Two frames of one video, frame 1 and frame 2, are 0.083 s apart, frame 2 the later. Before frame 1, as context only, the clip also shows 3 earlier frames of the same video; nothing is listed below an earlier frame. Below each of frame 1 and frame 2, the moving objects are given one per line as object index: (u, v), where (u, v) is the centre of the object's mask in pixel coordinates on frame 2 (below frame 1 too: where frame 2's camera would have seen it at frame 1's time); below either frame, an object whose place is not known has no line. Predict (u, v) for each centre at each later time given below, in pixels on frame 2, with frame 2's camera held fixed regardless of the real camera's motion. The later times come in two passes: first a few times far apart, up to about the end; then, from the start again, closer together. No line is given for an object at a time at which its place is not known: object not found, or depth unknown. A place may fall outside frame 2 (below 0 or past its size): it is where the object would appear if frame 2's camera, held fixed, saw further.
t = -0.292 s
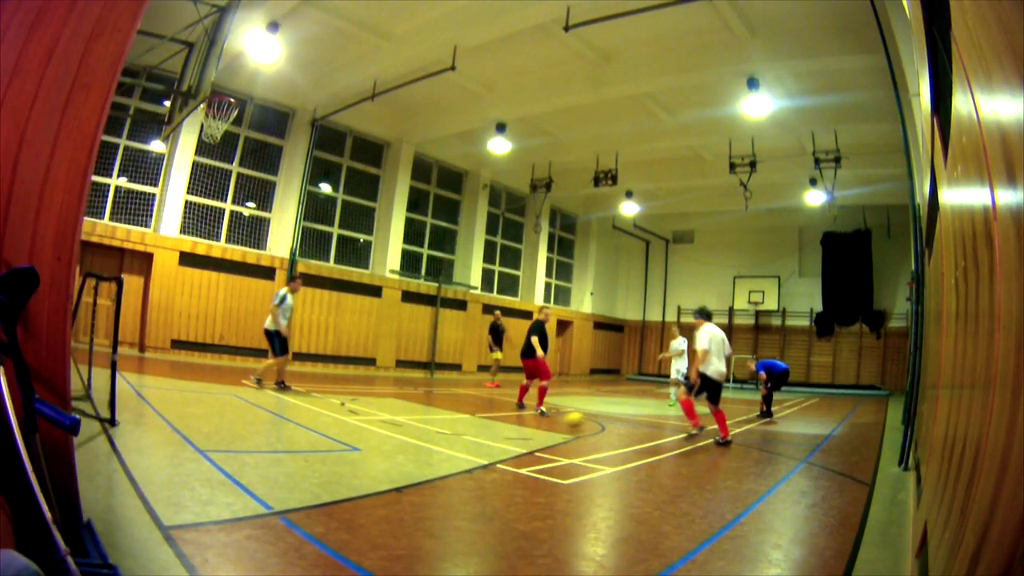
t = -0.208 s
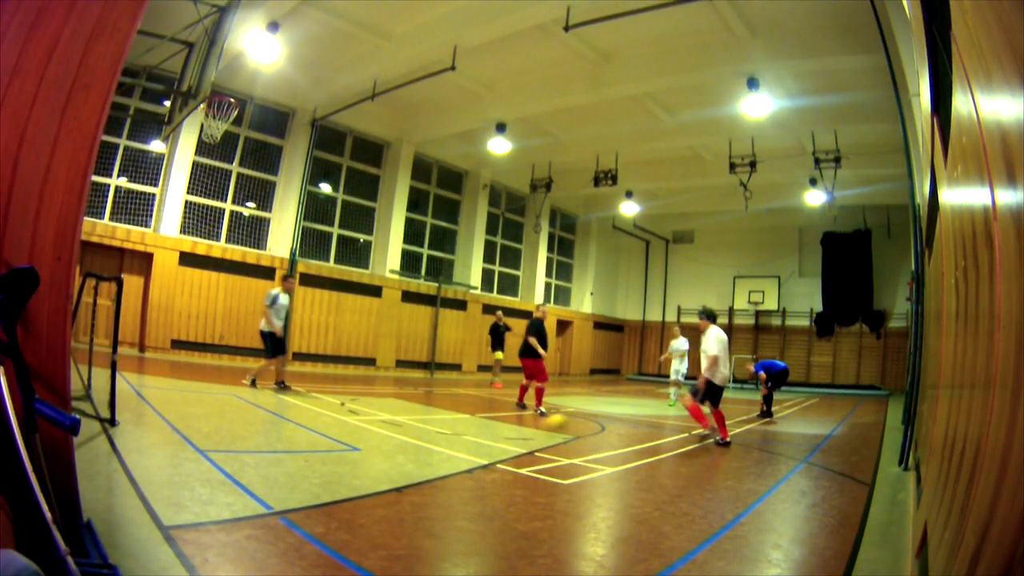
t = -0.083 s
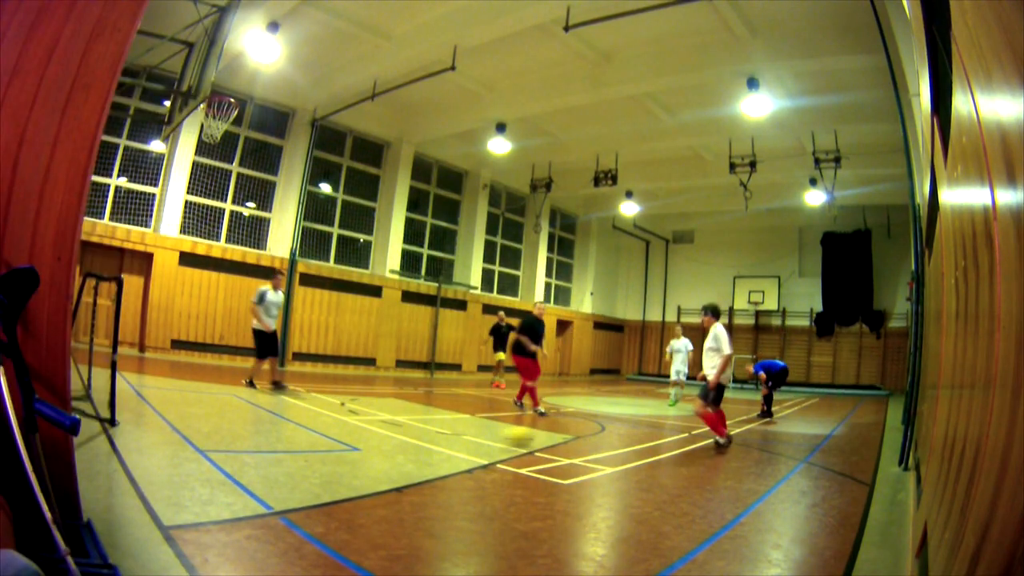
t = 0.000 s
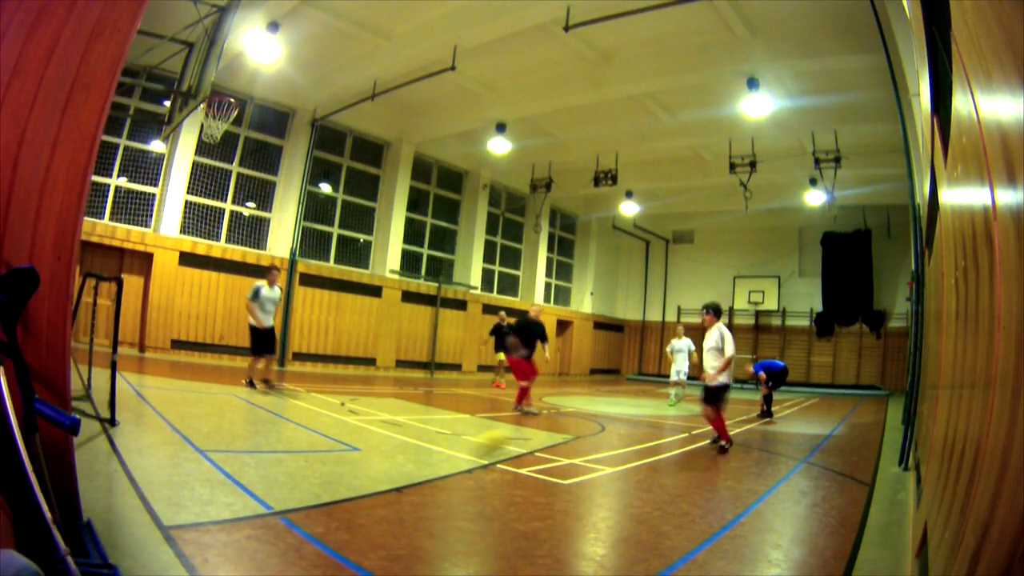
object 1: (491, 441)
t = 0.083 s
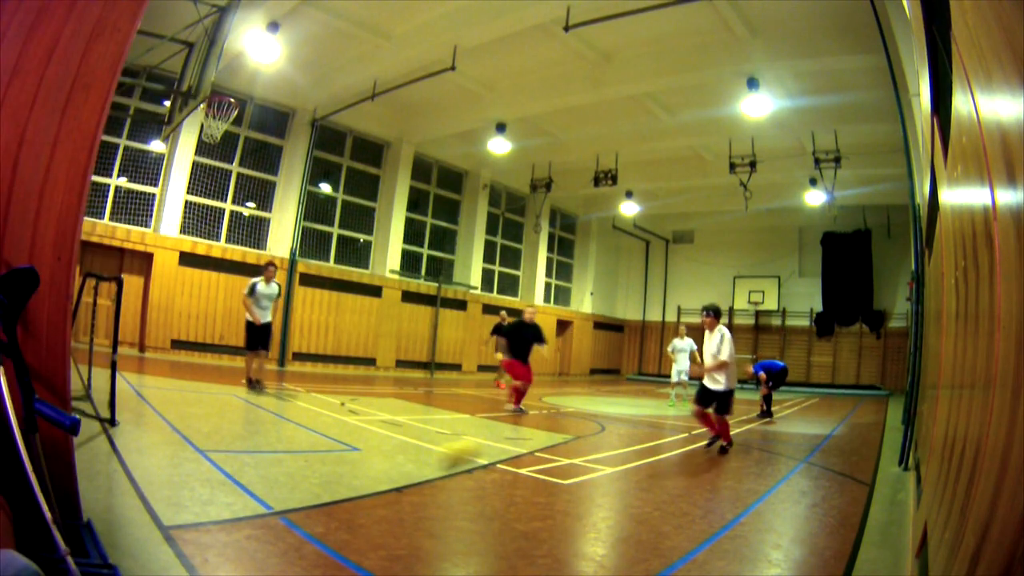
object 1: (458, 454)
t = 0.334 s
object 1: (319, 486)
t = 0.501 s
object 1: (184, 507)
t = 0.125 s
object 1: (440, 459)
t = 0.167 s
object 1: (421, 464)
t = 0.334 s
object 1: (319, 486)
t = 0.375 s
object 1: (290, 489)
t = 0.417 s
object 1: (259, 493)
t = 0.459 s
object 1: (219, 503)
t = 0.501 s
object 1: (184, 507)
